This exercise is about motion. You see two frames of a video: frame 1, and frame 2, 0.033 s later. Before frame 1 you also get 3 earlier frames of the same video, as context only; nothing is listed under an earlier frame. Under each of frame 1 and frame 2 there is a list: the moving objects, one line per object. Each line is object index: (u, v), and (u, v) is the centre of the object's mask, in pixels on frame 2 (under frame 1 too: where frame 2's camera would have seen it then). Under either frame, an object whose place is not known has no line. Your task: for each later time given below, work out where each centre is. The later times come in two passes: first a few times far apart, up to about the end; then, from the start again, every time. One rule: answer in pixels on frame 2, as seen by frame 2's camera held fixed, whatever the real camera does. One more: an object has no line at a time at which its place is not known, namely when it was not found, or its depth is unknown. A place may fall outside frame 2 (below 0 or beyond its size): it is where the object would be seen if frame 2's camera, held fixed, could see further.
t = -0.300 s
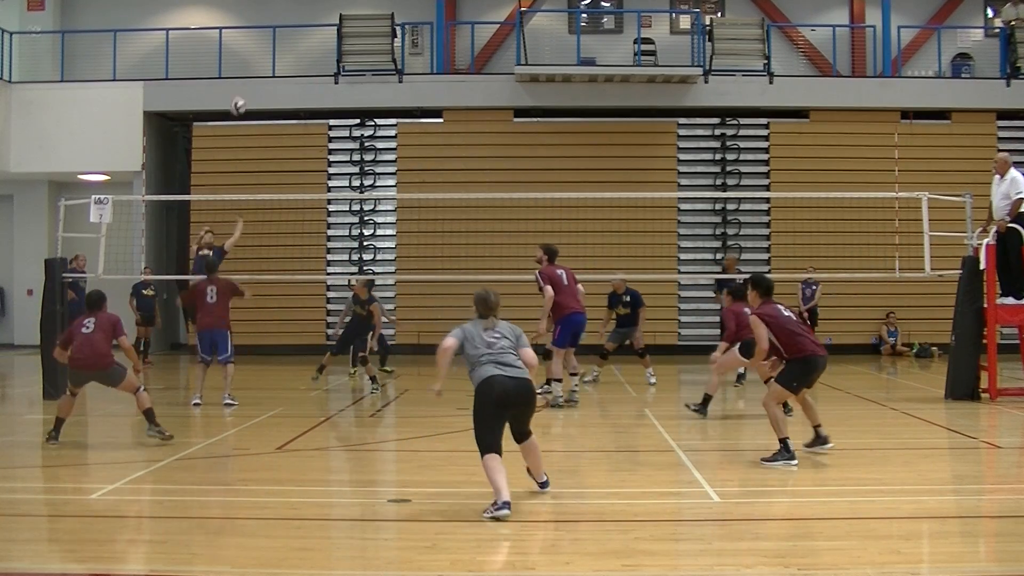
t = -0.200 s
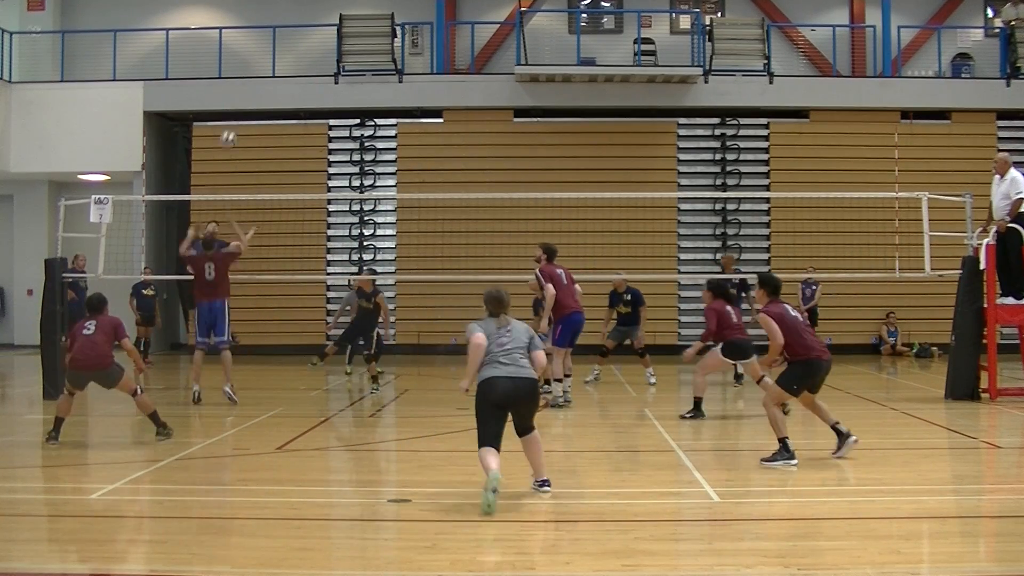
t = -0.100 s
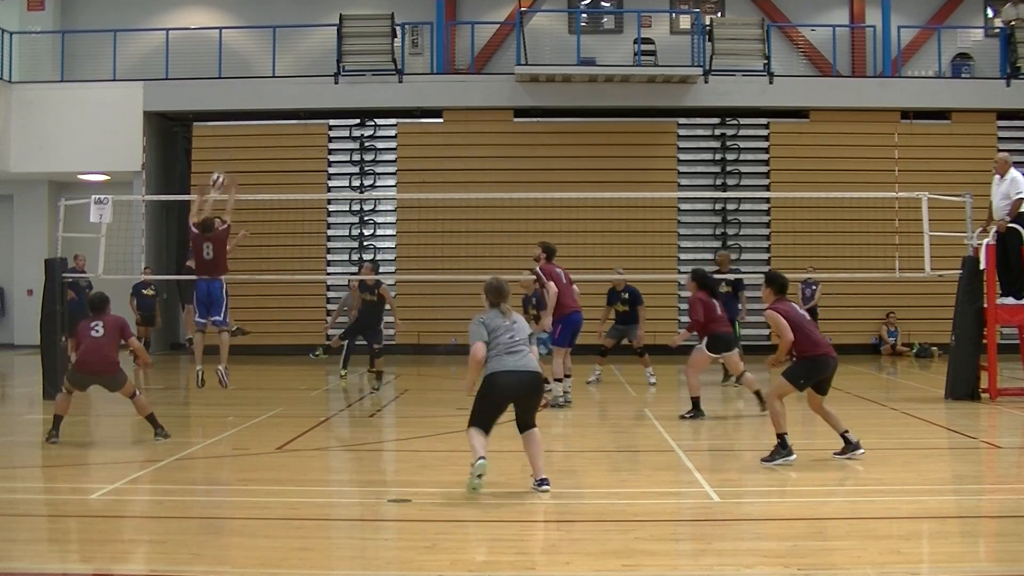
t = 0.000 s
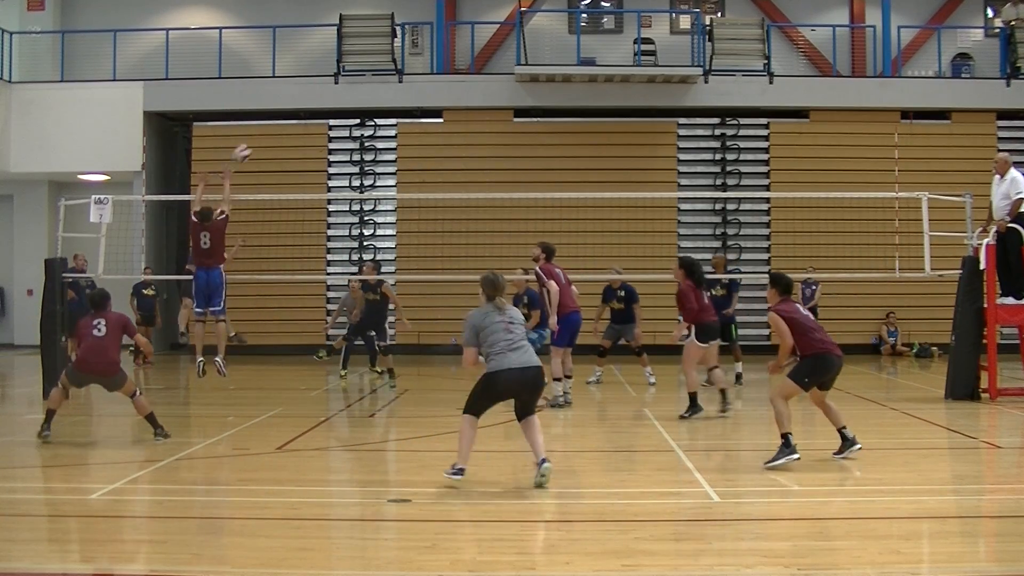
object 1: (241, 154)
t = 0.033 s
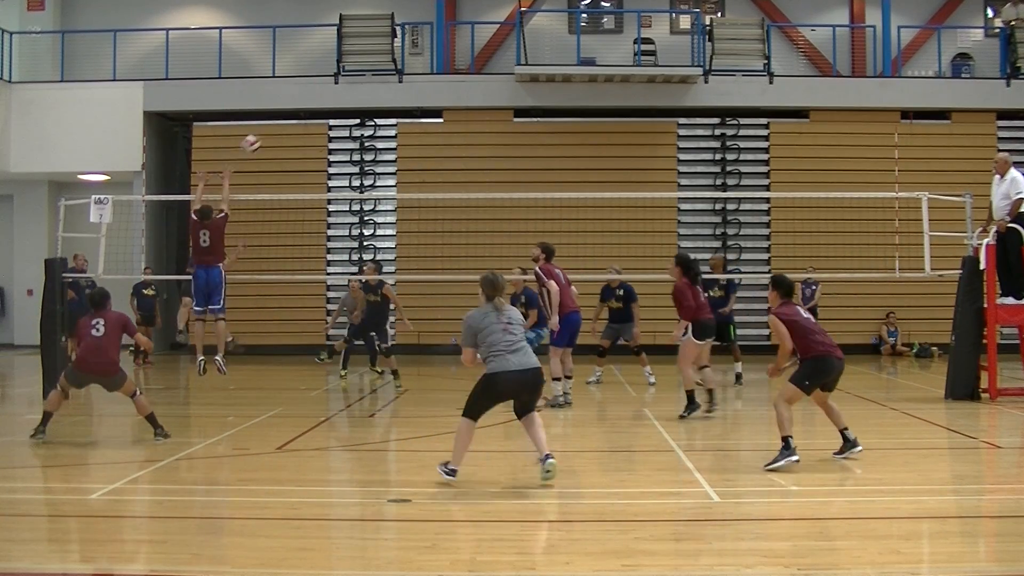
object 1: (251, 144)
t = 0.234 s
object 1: (311, 102)
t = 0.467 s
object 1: (401, 98)
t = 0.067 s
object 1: (261, 135)
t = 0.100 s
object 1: (271, 127)
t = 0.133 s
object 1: (281, 118)
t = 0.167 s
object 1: (291, 113)
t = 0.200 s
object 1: (301, 108)
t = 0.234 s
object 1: (311, 102)
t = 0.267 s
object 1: (324, 97)
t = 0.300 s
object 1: (336, 94)
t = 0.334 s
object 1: (347, 93)
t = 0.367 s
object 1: (360, 92)
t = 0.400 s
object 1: (373, 92)
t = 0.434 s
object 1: (387, 94)
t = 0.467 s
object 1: (401, 98)
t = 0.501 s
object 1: (414, 103)
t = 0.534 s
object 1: (429, 109)
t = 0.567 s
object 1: (446, 117)
